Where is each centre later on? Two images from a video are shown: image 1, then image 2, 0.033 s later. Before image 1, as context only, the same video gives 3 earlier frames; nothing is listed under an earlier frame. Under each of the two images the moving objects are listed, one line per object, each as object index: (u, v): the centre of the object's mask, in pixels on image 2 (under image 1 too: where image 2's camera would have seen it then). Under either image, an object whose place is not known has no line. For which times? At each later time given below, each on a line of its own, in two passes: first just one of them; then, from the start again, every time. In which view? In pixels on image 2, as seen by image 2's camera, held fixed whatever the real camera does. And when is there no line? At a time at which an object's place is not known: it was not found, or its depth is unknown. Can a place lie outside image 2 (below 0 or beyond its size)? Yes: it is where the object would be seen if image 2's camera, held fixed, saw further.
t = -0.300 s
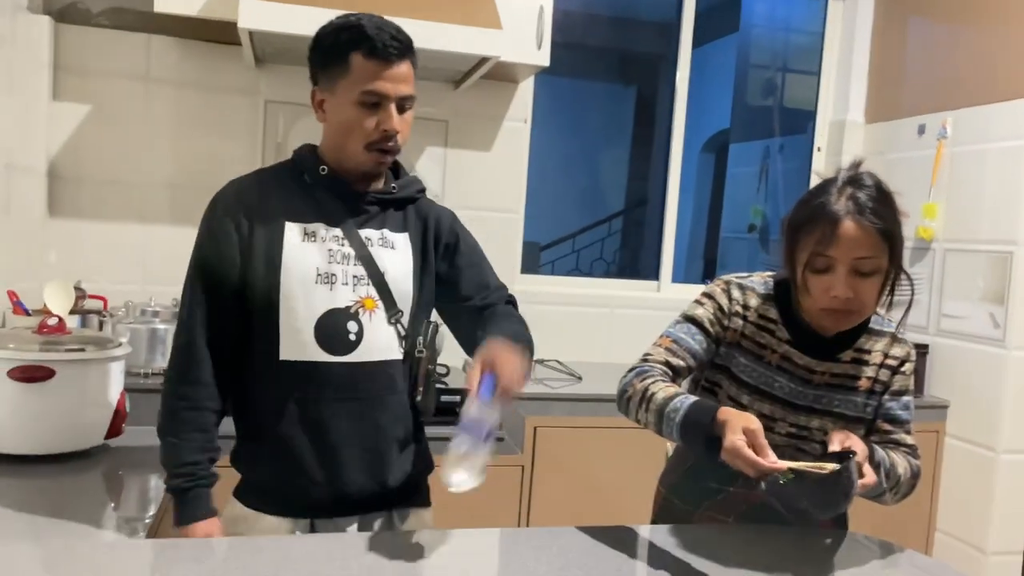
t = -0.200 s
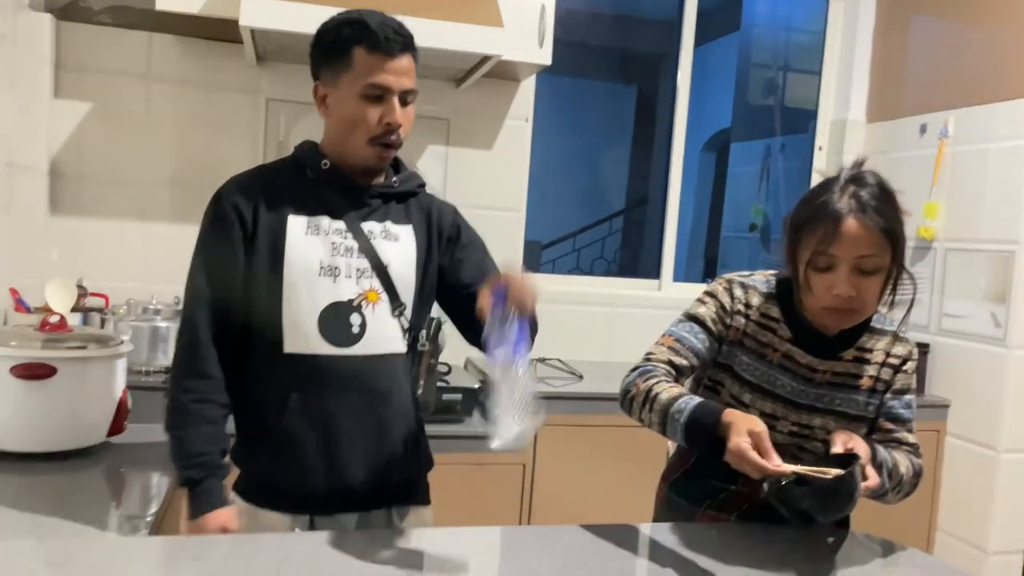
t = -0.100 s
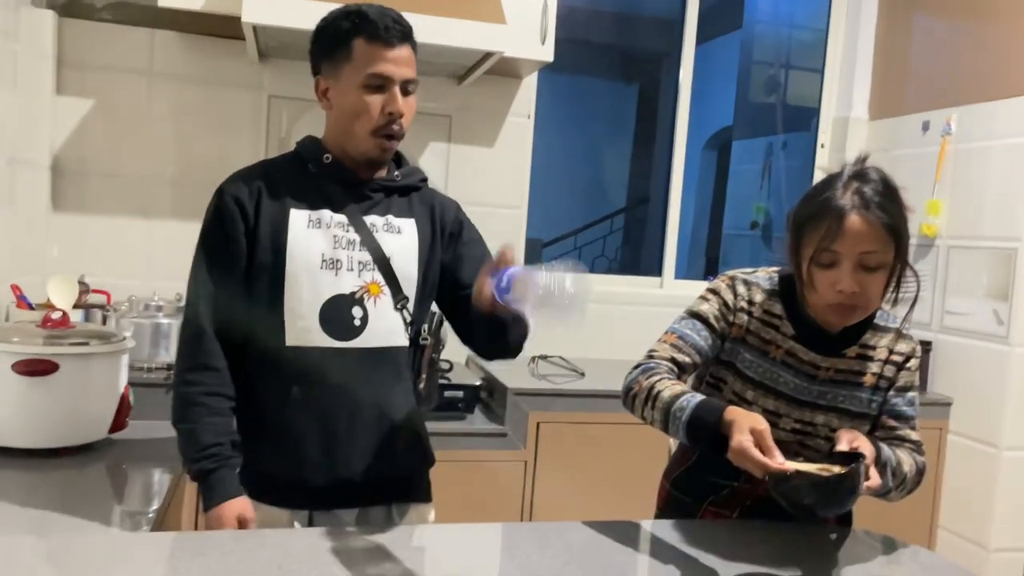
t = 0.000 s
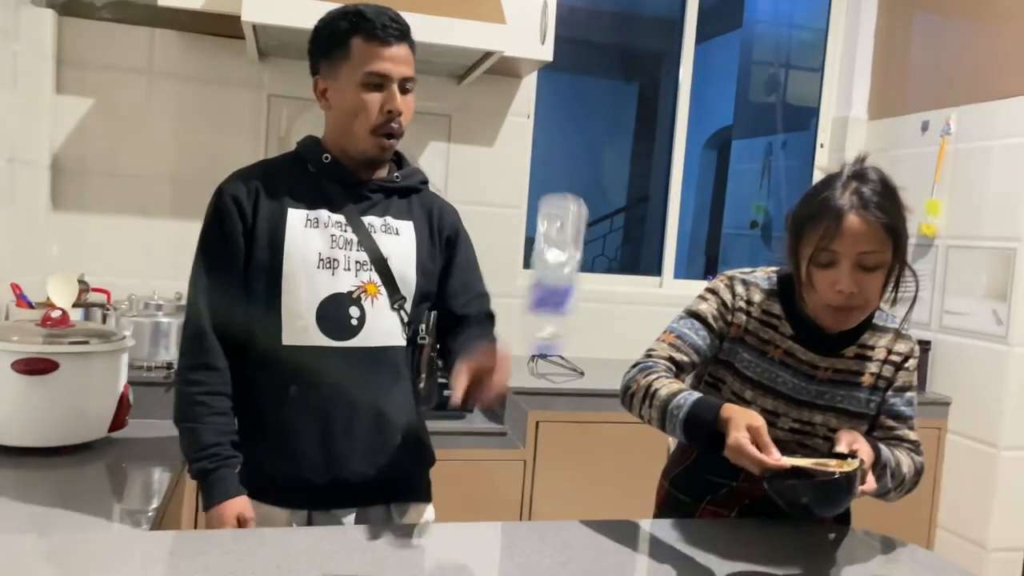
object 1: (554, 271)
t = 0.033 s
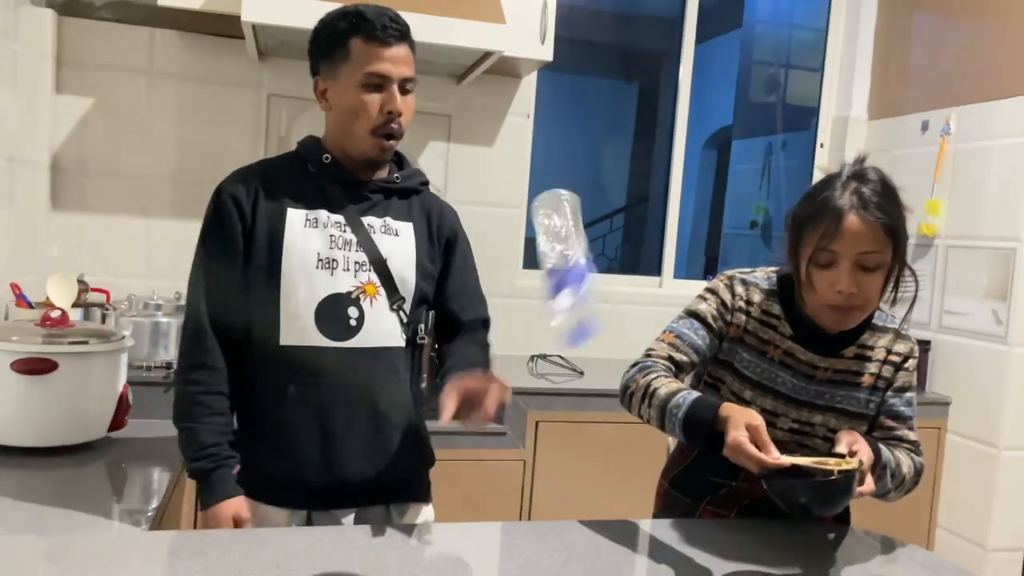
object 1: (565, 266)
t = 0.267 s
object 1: (551, 418)
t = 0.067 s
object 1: (575, 256)
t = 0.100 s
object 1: (577, 250)
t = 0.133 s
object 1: (579, 257)
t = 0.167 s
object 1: (573, 282)
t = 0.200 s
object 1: (568, 314)
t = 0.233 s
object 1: (560, 361)
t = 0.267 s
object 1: (551, 418)
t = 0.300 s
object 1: (546, 480)
